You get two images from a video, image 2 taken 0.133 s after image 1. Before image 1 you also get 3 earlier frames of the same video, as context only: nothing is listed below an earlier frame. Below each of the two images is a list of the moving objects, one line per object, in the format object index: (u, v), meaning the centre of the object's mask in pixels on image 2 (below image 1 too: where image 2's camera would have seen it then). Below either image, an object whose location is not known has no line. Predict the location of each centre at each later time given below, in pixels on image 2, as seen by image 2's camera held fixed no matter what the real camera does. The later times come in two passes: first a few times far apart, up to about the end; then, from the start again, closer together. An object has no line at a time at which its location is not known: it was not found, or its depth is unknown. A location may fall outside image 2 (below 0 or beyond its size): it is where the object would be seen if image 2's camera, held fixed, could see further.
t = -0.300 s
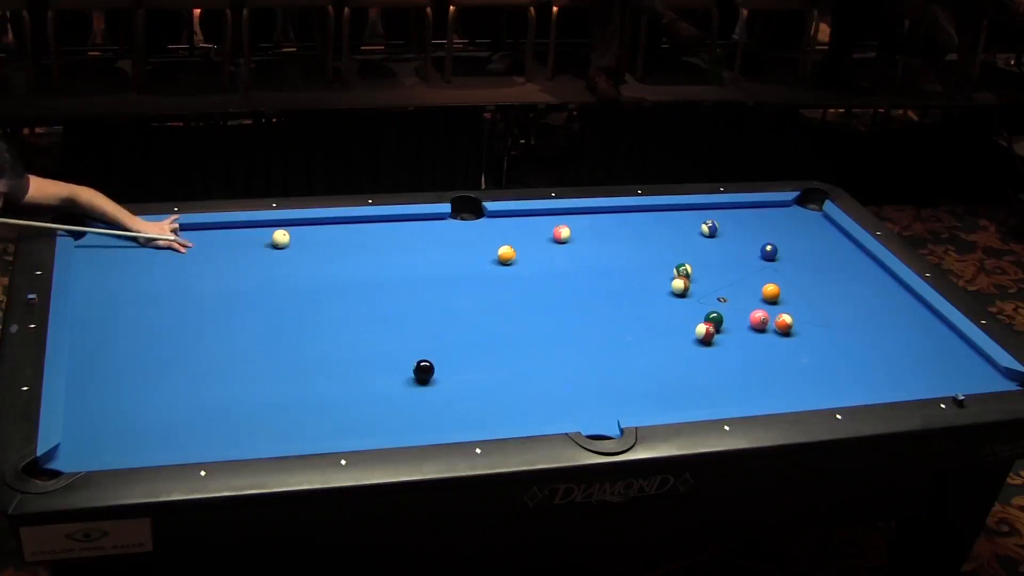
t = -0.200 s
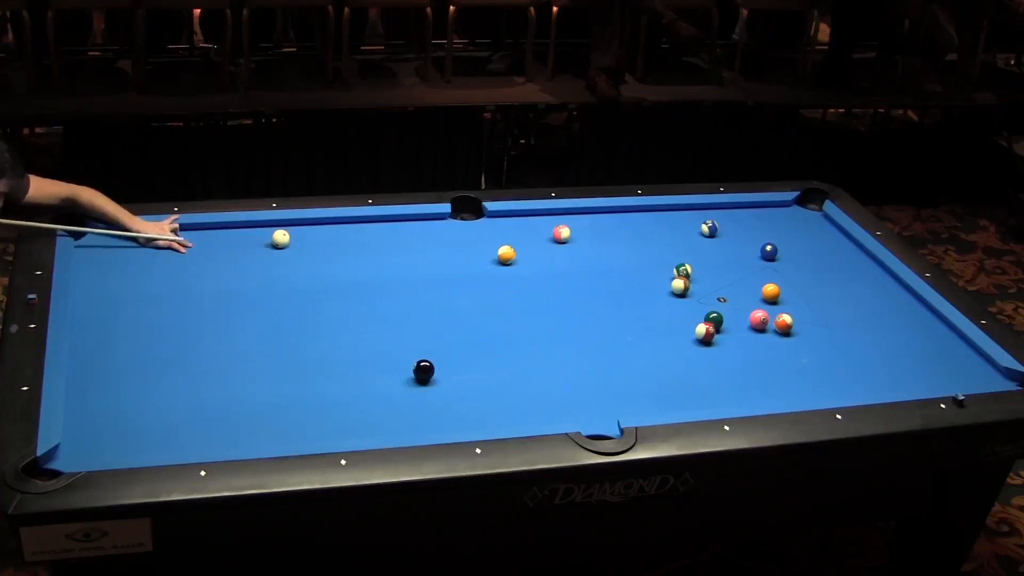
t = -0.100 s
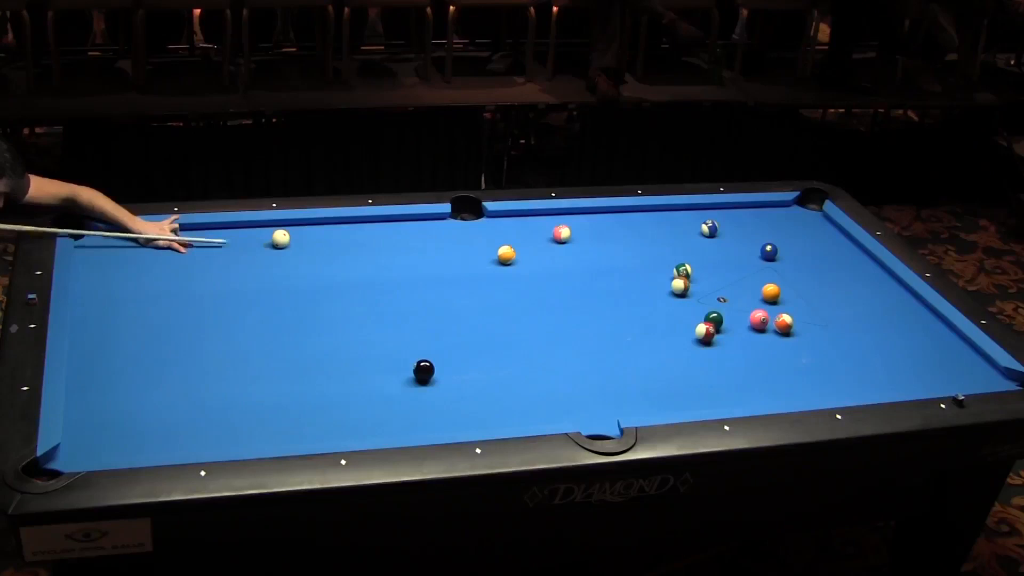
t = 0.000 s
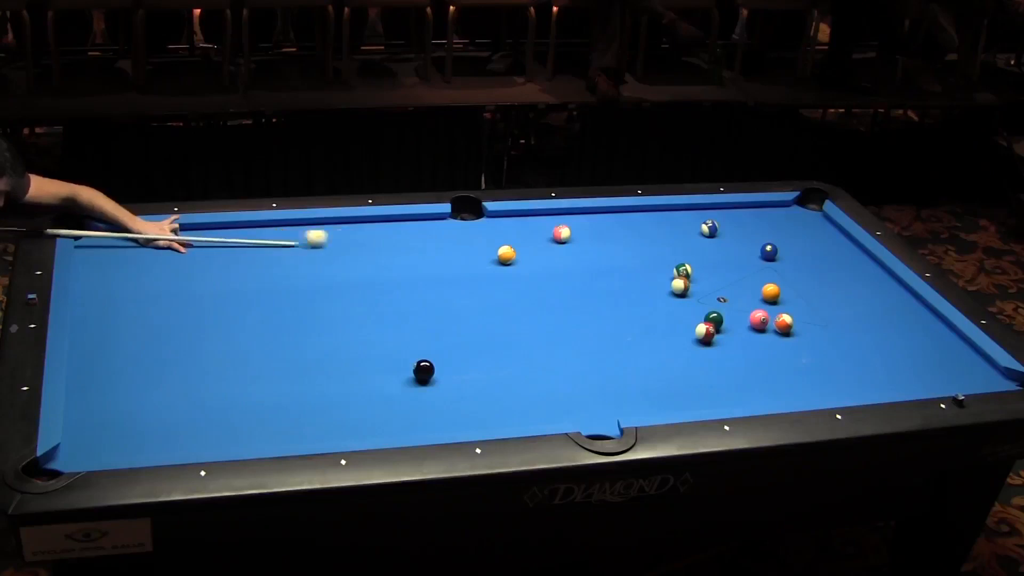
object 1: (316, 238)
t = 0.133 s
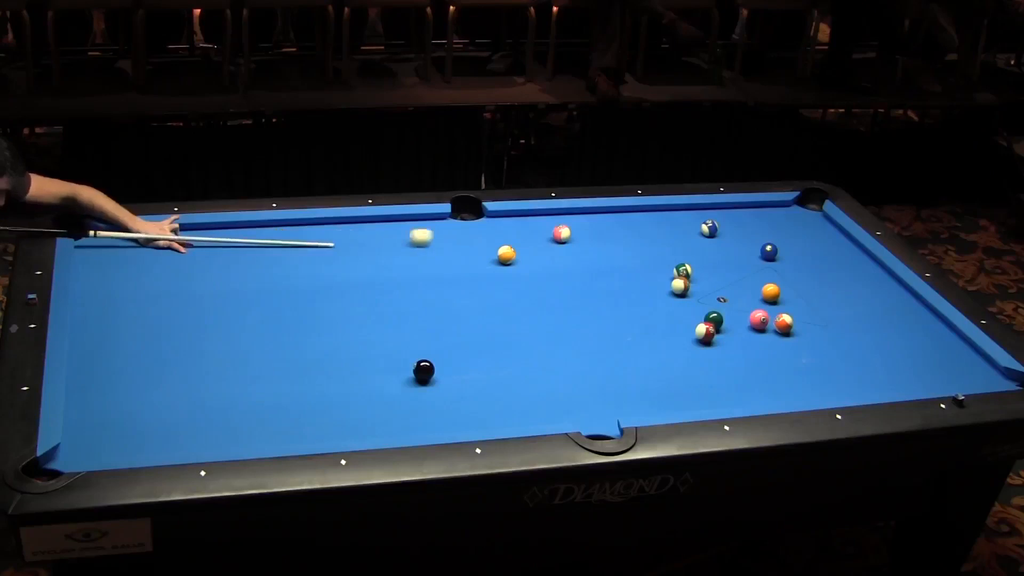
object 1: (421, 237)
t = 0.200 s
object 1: (467, 237)
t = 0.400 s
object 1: (551, 240)
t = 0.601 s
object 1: (559, 248)
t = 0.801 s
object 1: (567, 255)
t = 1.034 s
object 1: (576, 264)
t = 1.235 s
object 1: (583, 271)
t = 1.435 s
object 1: (590, 277)
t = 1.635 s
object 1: (596, 284)
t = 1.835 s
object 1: (603, 289)
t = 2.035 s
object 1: (608, 295)
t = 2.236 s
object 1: (613, 300)
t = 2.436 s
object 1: (617, 305)
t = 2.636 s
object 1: (622, 309)
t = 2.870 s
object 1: (626, 313)
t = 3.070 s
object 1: (629, 317)
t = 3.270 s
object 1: (631, 320)
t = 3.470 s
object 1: (632, 322)
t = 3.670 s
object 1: (632, 324)
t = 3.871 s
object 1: (633, 326)
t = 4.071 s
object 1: (633, 327)
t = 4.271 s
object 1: (634, 327)
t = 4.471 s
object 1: (634, 328)
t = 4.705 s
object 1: (634, 328)
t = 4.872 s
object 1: (635, 327)
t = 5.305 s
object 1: (635, 327)
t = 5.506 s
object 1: (635, 327)
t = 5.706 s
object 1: (635, 327)
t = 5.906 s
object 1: (634, 327)
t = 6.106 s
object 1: (634, 327)
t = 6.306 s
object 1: (634, 327)
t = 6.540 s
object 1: (634, 327)
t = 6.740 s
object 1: (634, 327)
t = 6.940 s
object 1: (634, 327)
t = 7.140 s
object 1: (634, 327)
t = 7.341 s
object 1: (634, 327)
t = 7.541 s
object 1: (634, 328)
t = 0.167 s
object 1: (444, 237)
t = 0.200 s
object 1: (467, 237)
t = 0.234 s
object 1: (488, 237)
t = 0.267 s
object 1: (509, 236)
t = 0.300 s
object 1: (529, 237)
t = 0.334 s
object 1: (545, 237)
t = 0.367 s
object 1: (549, 239)
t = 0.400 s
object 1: (551, 240)
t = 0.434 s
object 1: (552, 242)
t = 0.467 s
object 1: (553, 243)
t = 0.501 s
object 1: (555, 244)
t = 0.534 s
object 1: (556, 246)
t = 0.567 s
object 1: (557, 247)
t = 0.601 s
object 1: (559, 248)
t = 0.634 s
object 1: (560, 249)
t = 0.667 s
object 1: (562, 251)
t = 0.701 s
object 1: (563, 252)
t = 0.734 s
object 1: (564, 253)
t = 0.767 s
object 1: (566, 254)
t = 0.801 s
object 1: (567, 255)
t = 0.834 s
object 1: (568, 257)
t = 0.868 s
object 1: (570, 258)
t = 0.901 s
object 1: (571, 259)
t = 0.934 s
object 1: (572, 261)
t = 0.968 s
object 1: (573, 262)
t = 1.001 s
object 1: (575, 263)
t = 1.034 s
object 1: (576, 264)
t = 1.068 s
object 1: (577, 265)
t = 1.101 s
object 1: (578, 266)
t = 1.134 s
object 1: (579, 268)
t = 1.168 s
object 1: (580, 269)
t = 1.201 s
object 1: (582, 270)
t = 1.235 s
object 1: (583, 271)
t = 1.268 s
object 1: (584, 272)
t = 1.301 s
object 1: (585, 273)
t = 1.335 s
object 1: (586, 274)
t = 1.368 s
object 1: (587, 275)
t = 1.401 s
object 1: (589, 276)
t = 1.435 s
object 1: (590, 277)
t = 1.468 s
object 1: (591, 278)
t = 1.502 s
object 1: (592, 279)
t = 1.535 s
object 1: (593, 280)
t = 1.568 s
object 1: (594, 281)
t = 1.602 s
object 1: (595, 282)
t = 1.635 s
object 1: (596, 284)
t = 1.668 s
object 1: (598, 284)
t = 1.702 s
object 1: (599, 285)
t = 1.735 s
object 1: (600, 286)
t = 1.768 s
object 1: (601, 287)
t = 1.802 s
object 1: (602, 288)
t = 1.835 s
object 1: (603, 289)
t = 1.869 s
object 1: (604, 290)
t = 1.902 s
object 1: (605, 291)
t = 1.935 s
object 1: (605, 292)
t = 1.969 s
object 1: (606, 293)
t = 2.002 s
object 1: (607, 294)
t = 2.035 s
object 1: (608, 295)
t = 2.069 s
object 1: (609, 296)
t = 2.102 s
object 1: (610, 297)
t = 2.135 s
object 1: (611, 298)
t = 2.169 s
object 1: (611, 298)
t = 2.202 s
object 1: (612, 299)
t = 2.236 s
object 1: (613, 300)
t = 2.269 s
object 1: (614, 301)
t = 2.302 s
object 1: (615, 302)
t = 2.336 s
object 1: (615, 302)
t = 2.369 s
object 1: (616, 303)
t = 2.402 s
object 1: (617, 304)
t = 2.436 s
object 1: (617, 305)
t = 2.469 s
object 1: (618, 305)
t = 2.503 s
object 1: (619, 306)
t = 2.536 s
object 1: (620, 307)
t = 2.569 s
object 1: (621, 307)
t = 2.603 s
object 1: (621, 308)
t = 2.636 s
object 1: (622, 309)
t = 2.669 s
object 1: (622, 310)
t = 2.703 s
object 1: (623, 310)
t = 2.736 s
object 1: (624, 311)
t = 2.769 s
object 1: (625, 312)
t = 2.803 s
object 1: (625, 312)
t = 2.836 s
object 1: (626, 313)
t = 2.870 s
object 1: (626, 313)
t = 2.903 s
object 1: (627, 314)
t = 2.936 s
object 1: (627, 315)
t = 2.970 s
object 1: (628, 315)
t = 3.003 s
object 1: (628, 316)
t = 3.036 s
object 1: (629, 316)
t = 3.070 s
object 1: (629, 317)
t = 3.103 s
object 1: (629, 317)
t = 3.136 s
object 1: (630, 318)
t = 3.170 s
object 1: (630, 318)
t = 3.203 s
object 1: (630, 319)
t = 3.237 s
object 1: (631, 319)
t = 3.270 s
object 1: (631, 320)
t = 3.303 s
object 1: (631, 320)
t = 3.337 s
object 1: (631, 321)
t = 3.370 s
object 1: (631, 321)
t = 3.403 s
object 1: (631, 322)
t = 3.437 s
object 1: (632, 322)
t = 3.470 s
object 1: (632, 322)
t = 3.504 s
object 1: (632, 323)
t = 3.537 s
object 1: (632, 323)
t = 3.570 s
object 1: (632, 323)
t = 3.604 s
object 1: (632, 324)
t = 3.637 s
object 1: (632, 324)
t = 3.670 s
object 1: (632, 324)
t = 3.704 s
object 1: (632, 325)
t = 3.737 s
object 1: (632, 325)
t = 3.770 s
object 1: (632, 325)
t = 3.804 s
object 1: (632, 326)
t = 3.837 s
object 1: (632, 326)
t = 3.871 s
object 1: (633, 326)
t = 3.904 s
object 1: (633, 326)
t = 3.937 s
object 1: (633, 326)
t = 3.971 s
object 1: (633, 327)
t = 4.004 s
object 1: (633, 327)
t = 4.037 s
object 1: (633, 327)
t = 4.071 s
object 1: (633, 327)
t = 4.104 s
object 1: (633, 327)
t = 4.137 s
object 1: (633, 327)
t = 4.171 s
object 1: (633, 327)
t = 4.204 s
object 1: (633, 327)
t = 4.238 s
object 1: (633, 328)
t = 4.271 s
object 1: (634, 327)
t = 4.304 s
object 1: (634, 327)
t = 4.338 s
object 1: (634, 327)
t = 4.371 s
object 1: (634, 328)
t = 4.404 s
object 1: (634, 328)
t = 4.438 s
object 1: (634, 328)
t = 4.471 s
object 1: (634, 328)
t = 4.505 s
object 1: (634, 328)
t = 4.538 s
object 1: (634, 328)
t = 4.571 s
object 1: (634, 328)
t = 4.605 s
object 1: (634, 328)
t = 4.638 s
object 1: (634, 328)
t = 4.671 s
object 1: (634, 328)
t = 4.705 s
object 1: (634, 328)
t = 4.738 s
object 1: (634, 328)
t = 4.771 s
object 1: (634, 328)
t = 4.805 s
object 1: (634, 328)
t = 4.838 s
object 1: (634, 328)
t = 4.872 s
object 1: (635, 327)
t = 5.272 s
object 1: (634, 327)
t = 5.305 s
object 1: (635, 327)
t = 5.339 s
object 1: (635, 327)
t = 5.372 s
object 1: (635, 327)
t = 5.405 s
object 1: (634, 327)
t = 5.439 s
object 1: (634, 327)
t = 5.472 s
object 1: (635, 327)
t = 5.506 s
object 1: (635, 327)
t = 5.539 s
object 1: (634, 327)
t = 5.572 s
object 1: (635, 327)
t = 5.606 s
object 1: (634, 327)
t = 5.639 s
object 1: (635, 327)
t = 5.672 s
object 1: (635, 327)
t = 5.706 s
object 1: (635, 327)
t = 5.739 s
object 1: (635, 327)
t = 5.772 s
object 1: (634, 327)
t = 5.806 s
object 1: (635, 327)
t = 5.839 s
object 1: (635, 327)
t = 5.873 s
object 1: (635, 327)
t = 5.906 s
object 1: (634, 327)
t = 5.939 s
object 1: (635, 327)
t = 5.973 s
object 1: (634, 327)
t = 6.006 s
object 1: (634, 327)
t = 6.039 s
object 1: (634, 327)
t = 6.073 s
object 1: (634, 327)
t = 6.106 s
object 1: (634, 327)
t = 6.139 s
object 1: (634, 327)
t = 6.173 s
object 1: (634, 327)
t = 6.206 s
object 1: (634, 327)
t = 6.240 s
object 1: (634, 327)
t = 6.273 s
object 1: (634, 327)
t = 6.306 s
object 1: (634, 327)
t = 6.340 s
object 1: (634, 327)
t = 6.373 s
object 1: (634, 327)
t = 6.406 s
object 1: (635, 327)
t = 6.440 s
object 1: (634, 327)
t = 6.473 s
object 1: (635, 327)
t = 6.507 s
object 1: (634, 327)
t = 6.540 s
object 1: (634, 327)
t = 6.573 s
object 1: (634, 327)
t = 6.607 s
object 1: (634, 327)
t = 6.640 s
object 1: (634, 327)
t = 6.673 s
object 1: (634, 327)
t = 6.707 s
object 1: (634, 327)
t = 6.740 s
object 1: (634, 327)
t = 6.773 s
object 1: (634, 327)
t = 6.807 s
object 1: (634, 327)
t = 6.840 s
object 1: (634, 327)
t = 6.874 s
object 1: (634, 327)
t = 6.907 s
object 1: (634, 327)
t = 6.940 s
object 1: (634, 327)
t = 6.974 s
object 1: (634, 327)
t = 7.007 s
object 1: (634, 327)
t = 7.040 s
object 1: (634, 327)
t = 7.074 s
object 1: (634, 327)
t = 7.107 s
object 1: (634, 327)
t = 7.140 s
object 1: (634, 327)
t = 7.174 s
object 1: (634, 327)
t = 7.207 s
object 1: (634, 327)
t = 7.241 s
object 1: (634, 327)
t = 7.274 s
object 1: (634, 327)
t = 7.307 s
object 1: (634, 327)
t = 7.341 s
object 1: (634, 327)
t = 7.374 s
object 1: (634, 327)
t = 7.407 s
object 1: (634, 327)
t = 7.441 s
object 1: (634, 327)
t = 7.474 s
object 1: (634, 327)
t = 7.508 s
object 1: (634, 327)
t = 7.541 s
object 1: (634, 328)
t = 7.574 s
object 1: (634, 328)
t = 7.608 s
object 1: (634, 328)
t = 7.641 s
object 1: (634, 328)
